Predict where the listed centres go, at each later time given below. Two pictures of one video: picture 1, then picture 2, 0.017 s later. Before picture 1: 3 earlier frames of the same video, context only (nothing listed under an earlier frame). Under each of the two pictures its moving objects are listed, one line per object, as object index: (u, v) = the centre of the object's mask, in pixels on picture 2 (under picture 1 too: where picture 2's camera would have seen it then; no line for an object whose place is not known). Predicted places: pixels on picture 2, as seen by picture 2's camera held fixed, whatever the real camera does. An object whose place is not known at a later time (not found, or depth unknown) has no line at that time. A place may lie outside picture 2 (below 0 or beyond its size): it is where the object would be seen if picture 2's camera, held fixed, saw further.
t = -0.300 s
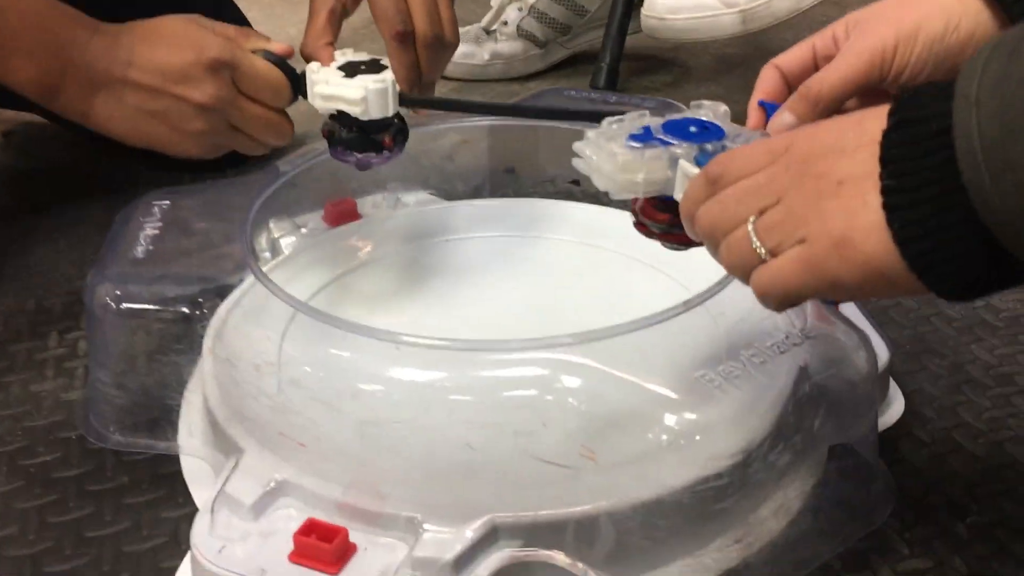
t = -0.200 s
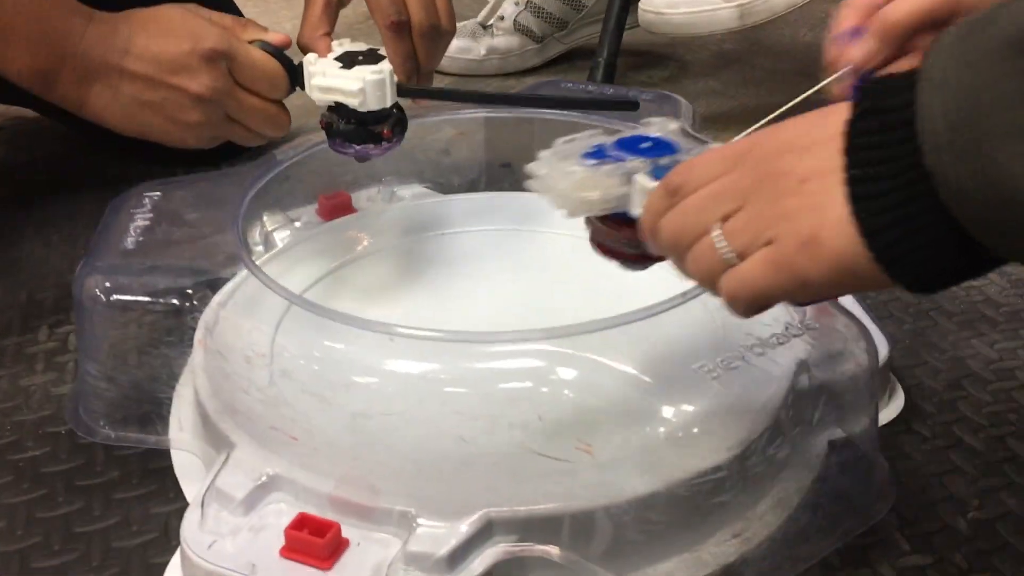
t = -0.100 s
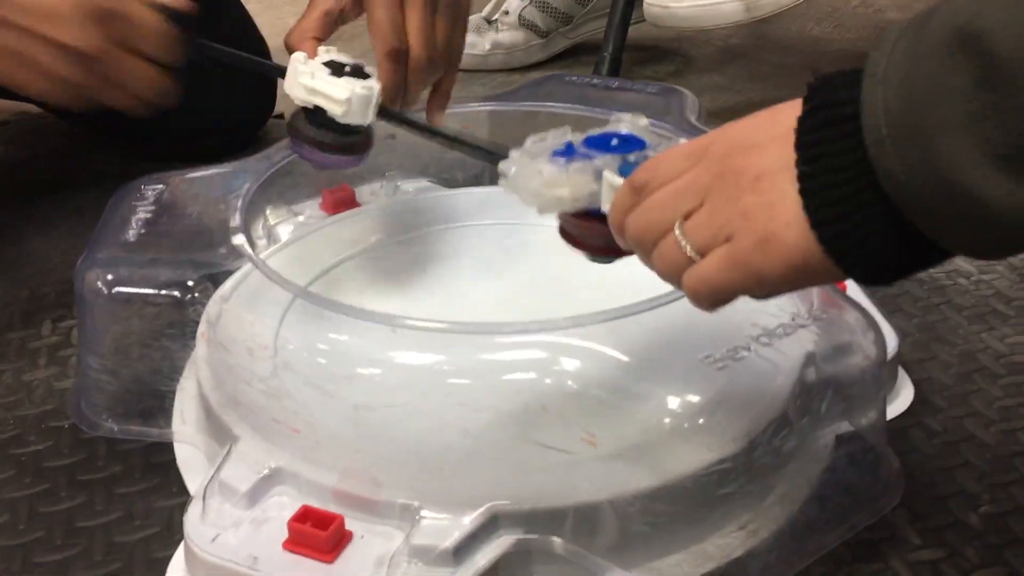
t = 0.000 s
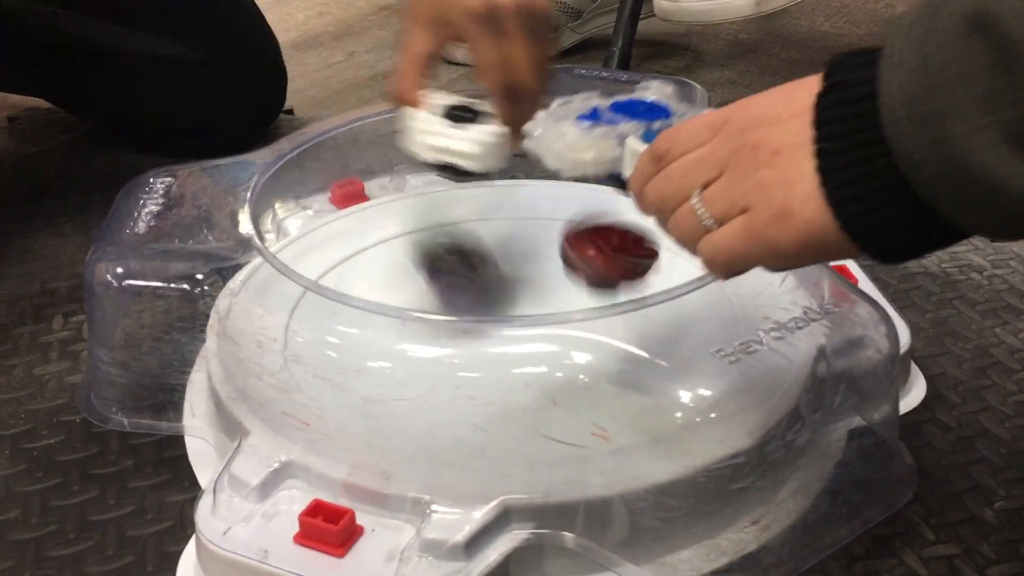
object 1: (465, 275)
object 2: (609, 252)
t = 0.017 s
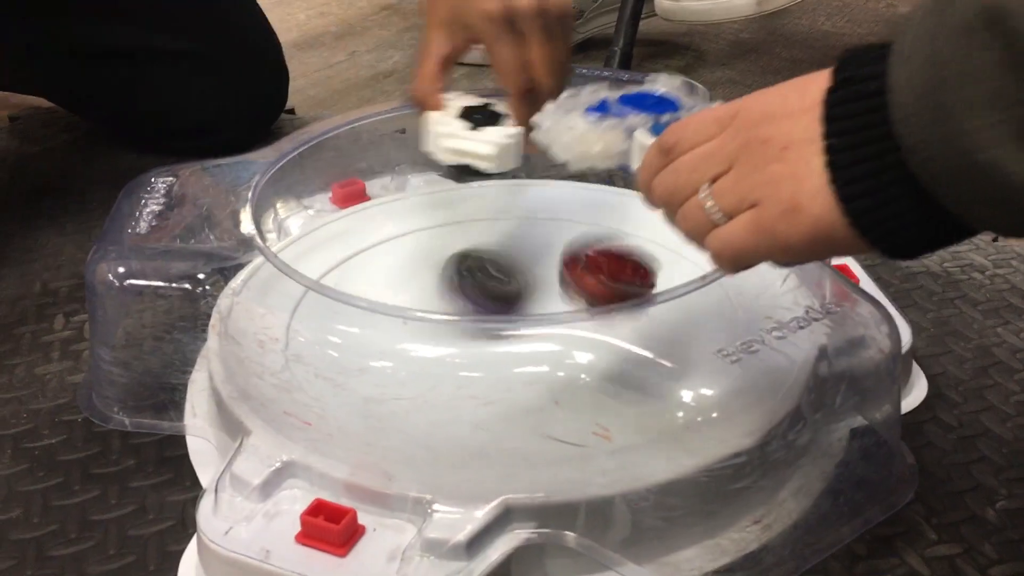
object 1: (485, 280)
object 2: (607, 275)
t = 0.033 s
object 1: (513, 273)
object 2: (605, 301)
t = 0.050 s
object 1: (543, 271)
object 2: (603, 349)
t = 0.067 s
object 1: (569, 269)
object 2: (600, 369)
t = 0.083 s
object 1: (601, 273)
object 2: (589, 358)
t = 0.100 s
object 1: (629, 277)
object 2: (588, 354)
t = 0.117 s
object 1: (660, 291)
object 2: (583, 353)
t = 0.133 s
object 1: (682, 276)
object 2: (575, 355)
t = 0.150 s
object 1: (703, 267)
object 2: (570, 365)
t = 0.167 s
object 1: (727, 262)
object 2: (562, 362)
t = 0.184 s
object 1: (755, 261)
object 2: (557, 362)
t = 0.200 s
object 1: (772, 267)
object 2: (547, 361)
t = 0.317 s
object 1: (694, 315)
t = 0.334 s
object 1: (674, 321)
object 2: (499, 341)
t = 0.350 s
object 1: (654, 324)
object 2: (496, 337)
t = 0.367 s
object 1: (630, 318)
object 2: (494, 332)
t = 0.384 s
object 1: (604, 310)
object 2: (495, 329)
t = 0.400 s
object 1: (580, 310)
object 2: (492, 319)
